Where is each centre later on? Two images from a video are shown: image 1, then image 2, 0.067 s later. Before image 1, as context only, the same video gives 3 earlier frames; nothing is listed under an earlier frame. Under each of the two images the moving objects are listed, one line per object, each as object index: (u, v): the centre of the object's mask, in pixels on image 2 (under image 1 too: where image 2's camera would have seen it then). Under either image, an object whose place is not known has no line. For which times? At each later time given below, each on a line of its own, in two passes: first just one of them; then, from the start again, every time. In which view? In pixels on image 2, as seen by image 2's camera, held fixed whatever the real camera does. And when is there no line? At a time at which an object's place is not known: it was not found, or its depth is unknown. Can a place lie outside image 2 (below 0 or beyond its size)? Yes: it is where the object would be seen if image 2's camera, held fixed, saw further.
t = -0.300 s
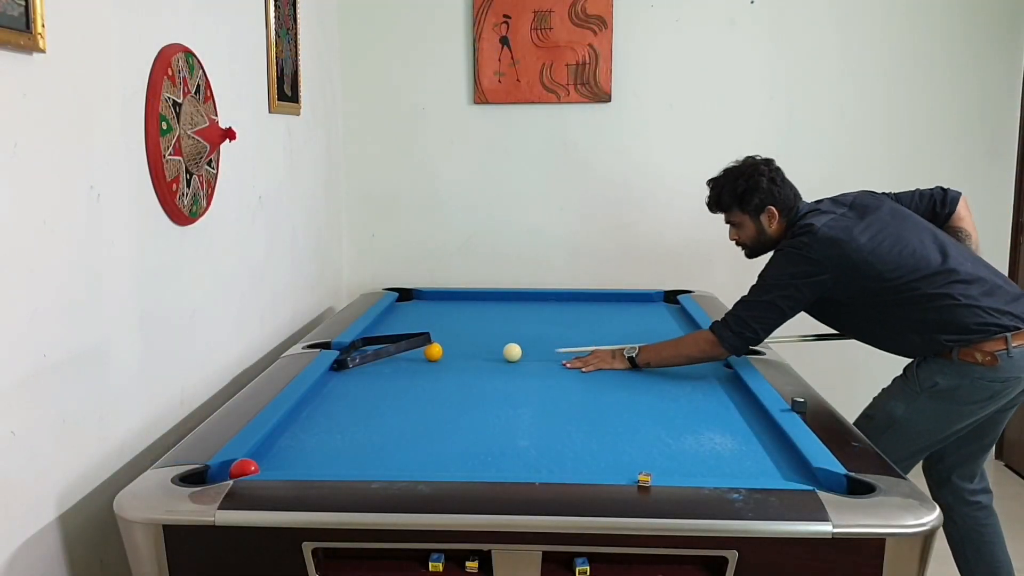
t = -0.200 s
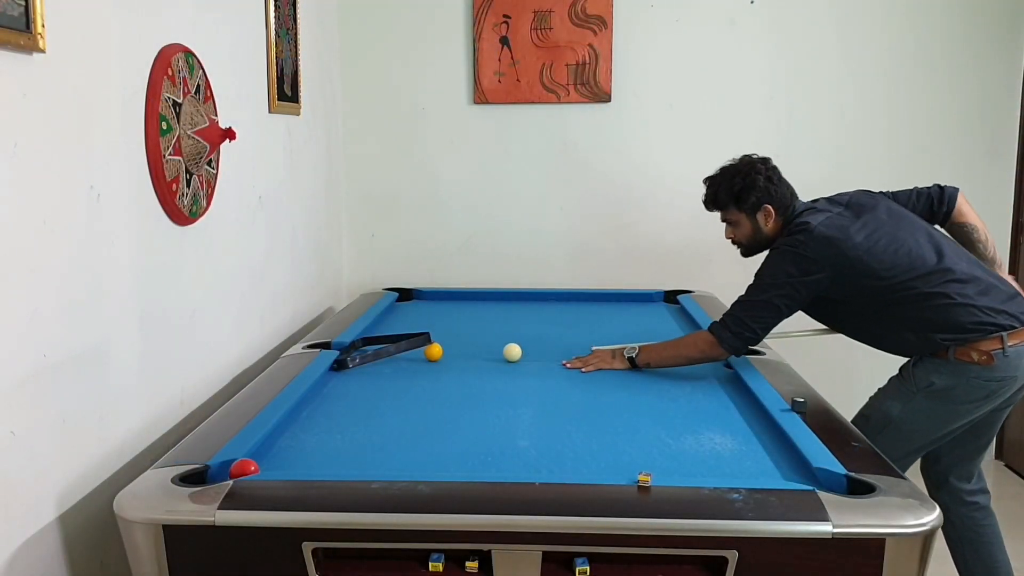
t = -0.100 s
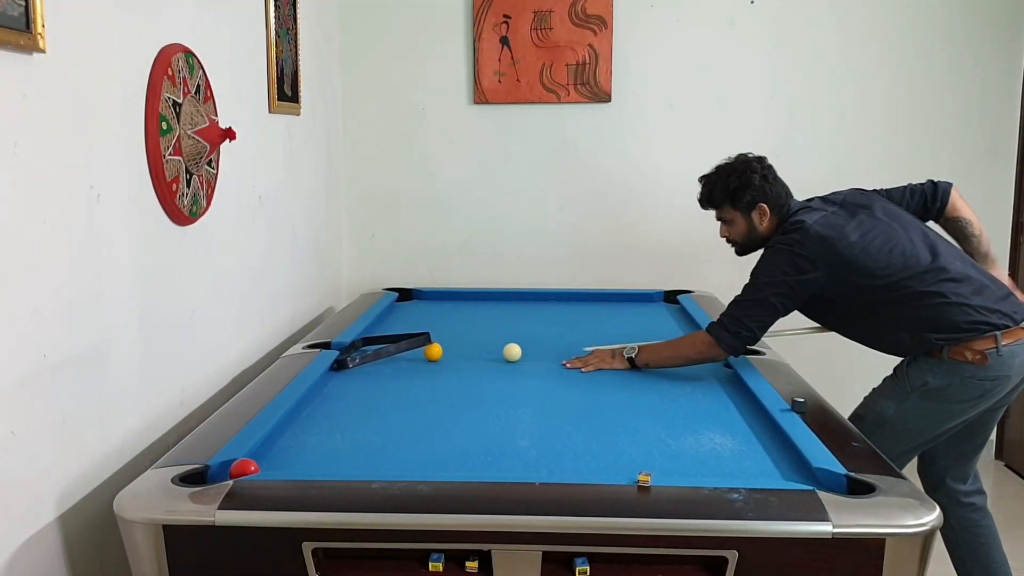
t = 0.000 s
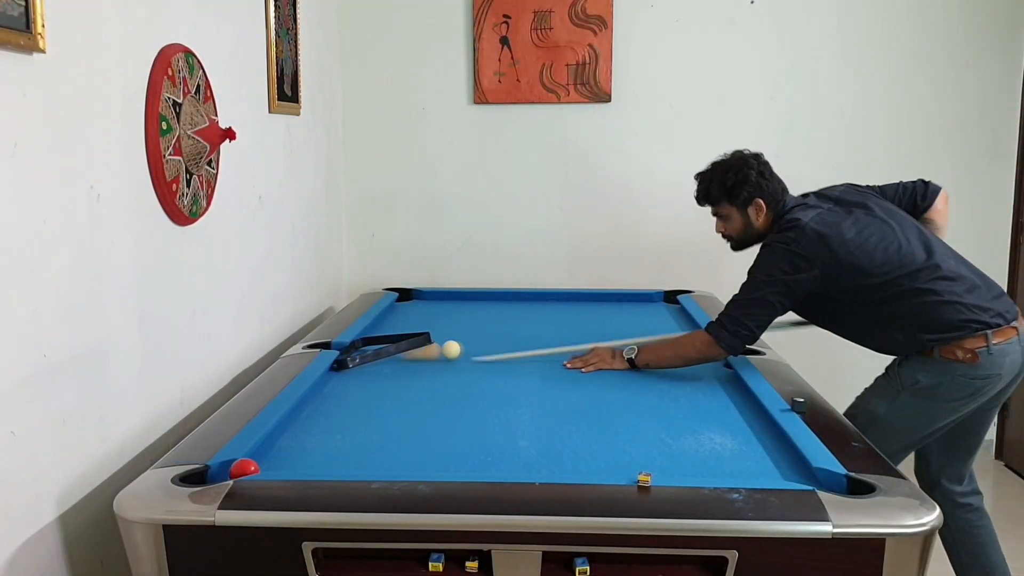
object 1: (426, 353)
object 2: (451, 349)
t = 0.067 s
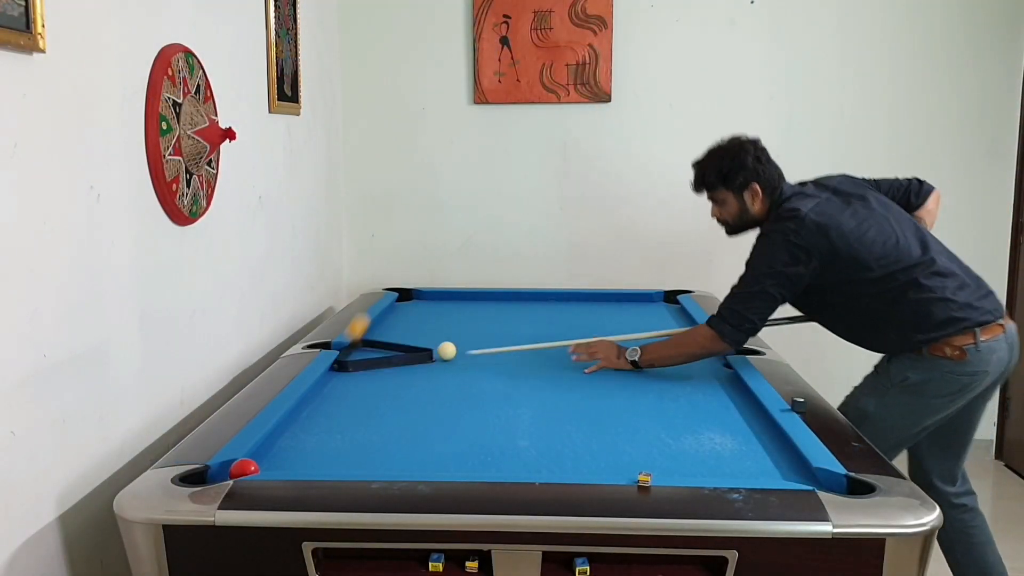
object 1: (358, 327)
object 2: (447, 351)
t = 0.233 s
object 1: (465, 218)
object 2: (455, 351)
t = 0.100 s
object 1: (379, 300)
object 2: (446, 351)
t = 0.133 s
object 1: (399, 275)
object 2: (447, 351)
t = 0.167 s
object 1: (421, 253)
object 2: (449, 351)
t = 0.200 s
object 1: (443, 234)
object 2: (452, 351)
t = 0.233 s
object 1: (465, 218)
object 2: (455, 351)
